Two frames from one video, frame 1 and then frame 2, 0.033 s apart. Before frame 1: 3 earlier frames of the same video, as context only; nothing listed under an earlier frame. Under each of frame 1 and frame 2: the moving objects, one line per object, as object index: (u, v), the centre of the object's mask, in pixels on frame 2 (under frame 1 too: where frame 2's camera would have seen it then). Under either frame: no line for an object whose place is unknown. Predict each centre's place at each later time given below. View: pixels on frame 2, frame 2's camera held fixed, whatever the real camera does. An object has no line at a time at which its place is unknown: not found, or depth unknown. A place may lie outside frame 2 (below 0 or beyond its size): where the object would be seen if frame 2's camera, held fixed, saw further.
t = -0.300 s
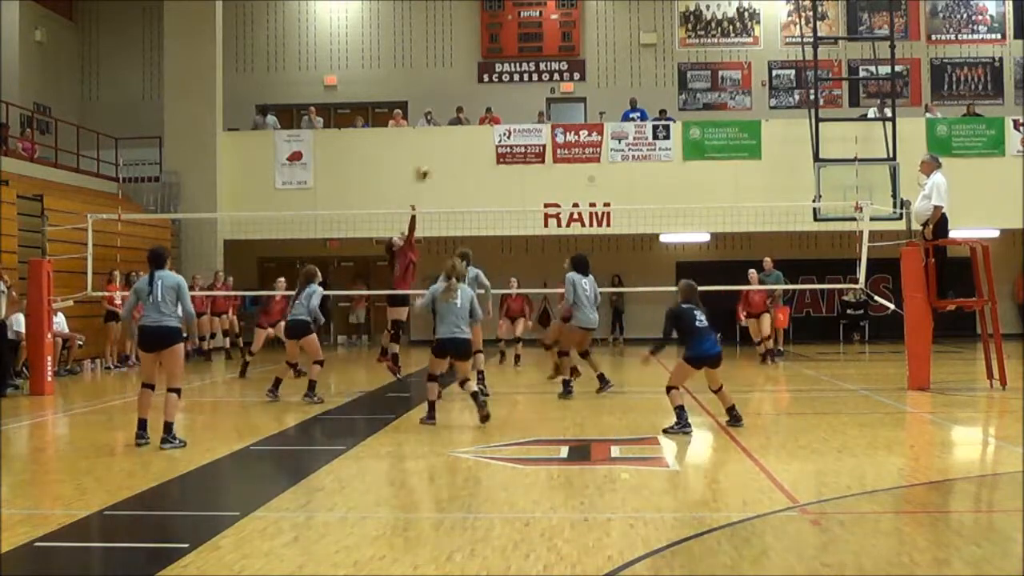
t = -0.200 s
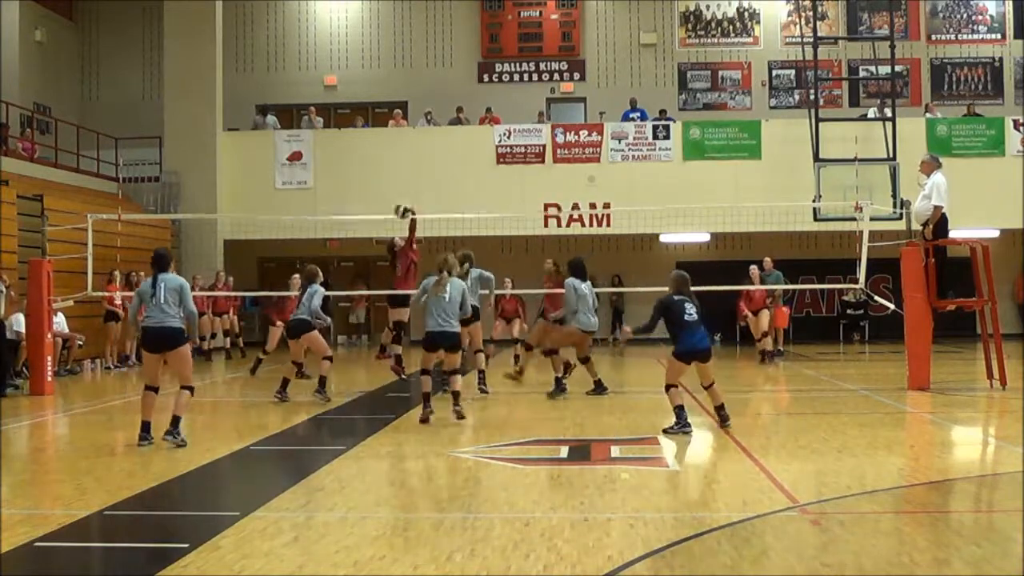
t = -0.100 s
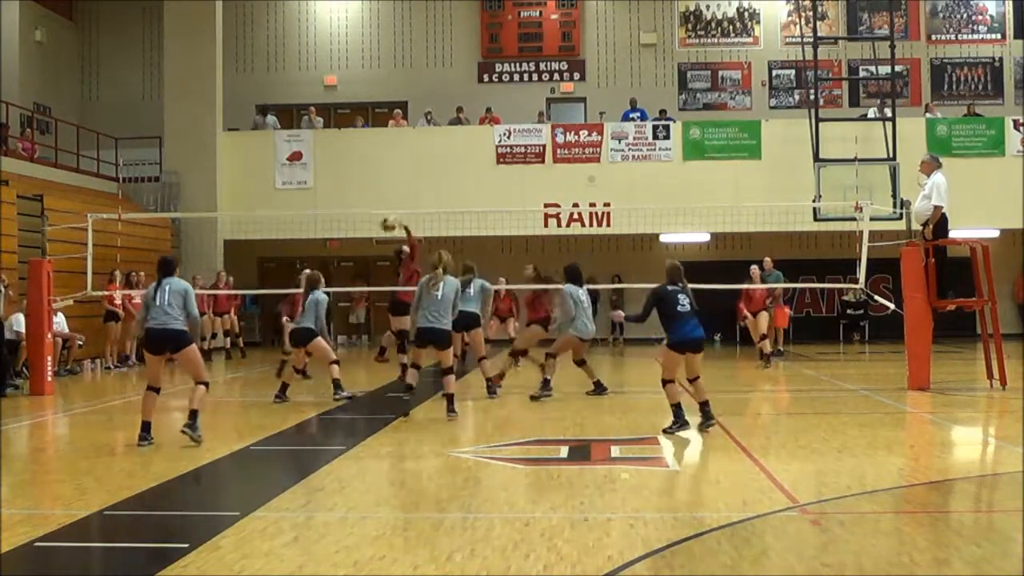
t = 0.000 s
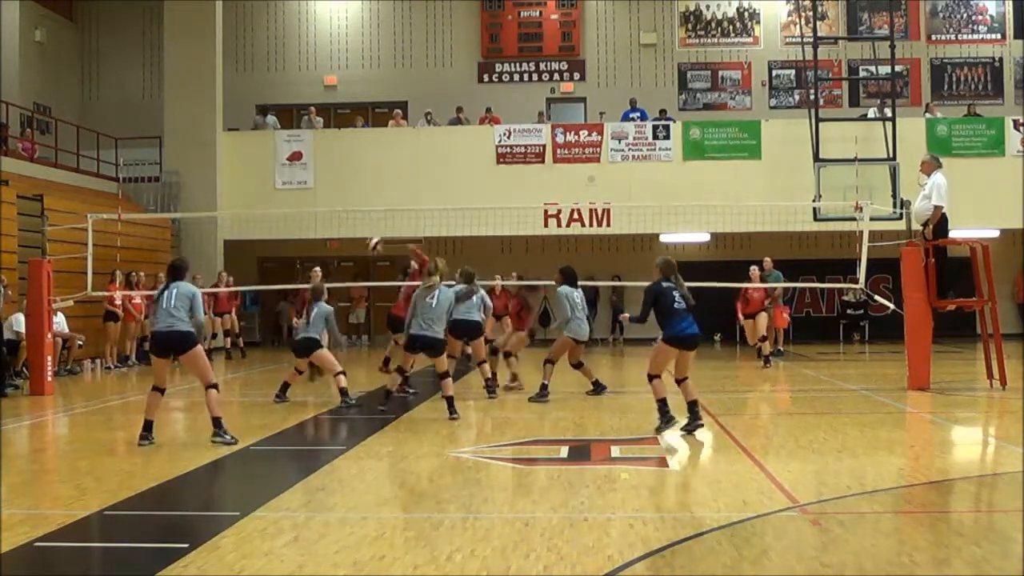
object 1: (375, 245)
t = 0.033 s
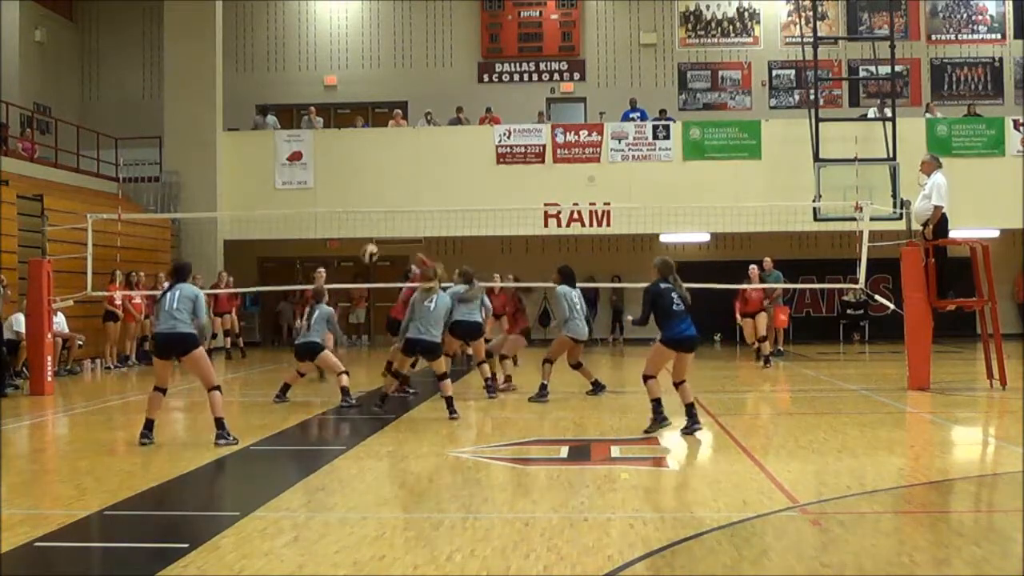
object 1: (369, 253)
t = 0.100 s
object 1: (360, 274)
